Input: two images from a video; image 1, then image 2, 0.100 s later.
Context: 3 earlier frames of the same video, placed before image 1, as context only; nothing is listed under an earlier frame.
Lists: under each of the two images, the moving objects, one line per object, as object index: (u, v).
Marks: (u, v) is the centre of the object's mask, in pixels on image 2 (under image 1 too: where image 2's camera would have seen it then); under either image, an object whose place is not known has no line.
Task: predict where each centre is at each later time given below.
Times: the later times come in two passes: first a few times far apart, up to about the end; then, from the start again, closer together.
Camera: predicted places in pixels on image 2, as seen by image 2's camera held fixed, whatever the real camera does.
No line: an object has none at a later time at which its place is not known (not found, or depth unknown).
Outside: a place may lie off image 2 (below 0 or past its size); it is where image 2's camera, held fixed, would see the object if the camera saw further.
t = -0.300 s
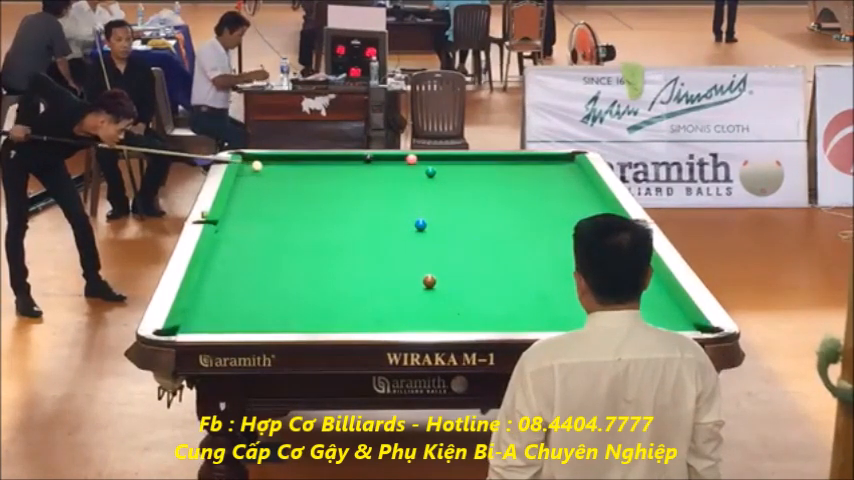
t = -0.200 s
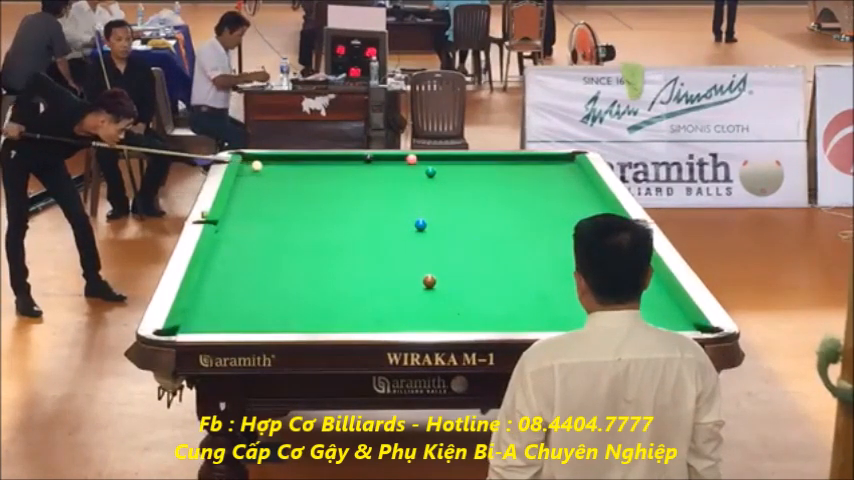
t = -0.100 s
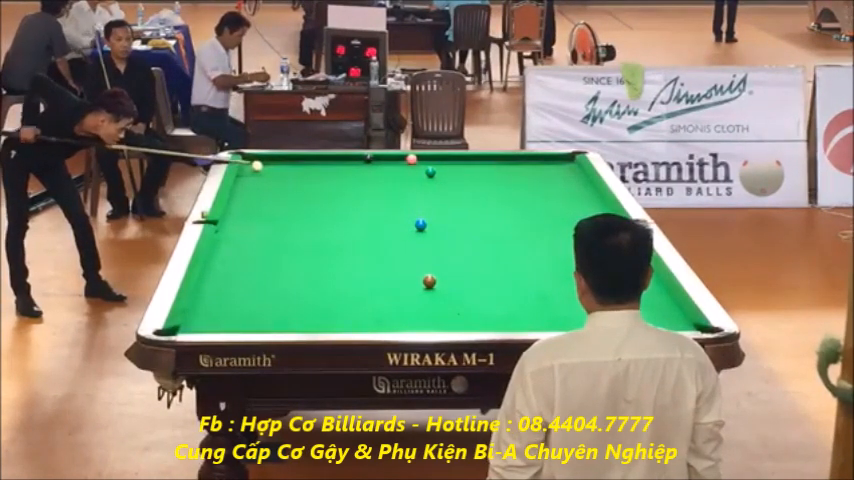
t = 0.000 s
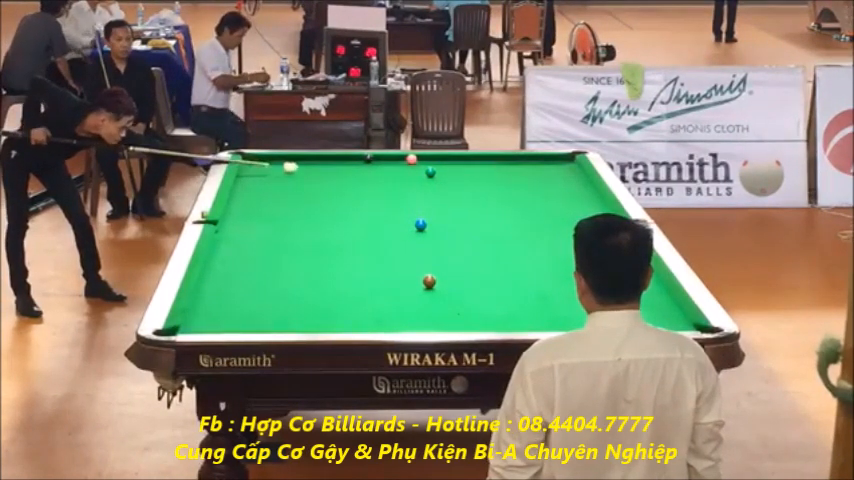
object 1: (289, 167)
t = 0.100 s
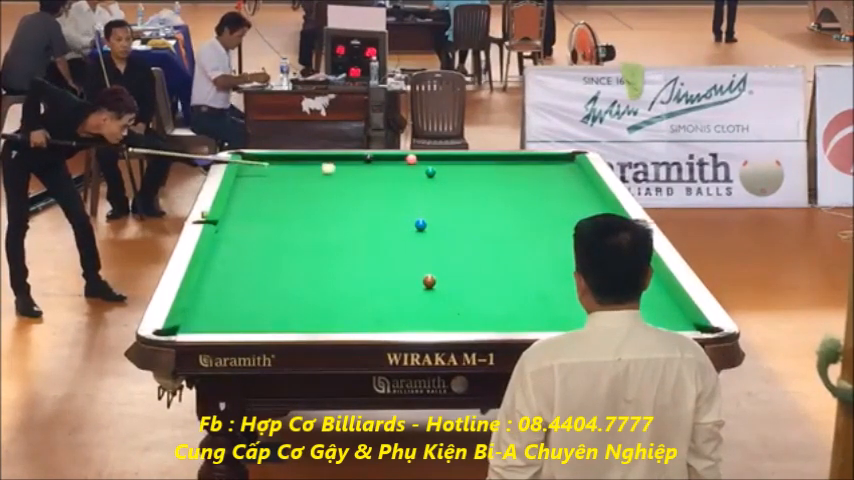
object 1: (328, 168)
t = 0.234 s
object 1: (378, 170)
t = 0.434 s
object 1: (433, 175)
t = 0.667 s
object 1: (474, 183)
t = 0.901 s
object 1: (518, 190)
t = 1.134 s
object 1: (562, 198)
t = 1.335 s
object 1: (601, 205)
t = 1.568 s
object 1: (578, 210)
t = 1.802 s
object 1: (554, 216)
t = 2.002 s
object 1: (534, 221)
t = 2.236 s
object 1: (511, 226)
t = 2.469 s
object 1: (488, 231)
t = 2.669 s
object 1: (469, 236)
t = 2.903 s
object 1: (447, 241)
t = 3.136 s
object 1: (425, 246)
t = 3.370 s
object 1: (404, 251)
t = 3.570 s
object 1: (386, 255)
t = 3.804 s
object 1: (366, 260)
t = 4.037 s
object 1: (346, 264)
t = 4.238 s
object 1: (329, 268)
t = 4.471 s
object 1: (311, 272)
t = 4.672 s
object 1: (293, 276)
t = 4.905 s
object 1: (276, 280)
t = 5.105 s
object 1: (262, 283)
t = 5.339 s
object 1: (246, 286)
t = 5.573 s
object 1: (232, 289)
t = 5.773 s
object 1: (220, 291)
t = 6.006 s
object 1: (208, 294)
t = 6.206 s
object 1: (199, 295)
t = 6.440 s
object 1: (204, 297)
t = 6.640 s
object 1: (208, 297)
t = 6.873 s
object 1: (211, 298)
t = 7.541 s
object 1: (215, 299)
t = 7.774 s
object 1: (215, 299)
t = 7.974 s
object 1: (215, 299)
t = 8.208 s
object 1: (215, 299)
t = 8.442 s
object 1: (215, 299)
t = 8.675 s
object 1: (215, 299)
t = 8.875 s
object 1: (215, 299)
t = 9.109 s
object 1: (215, 299)
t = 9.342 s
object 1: (215, 299)
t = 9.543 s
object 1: (215, 299)
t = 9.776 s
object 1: (215, 299)
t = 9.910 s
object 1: (215, 299)
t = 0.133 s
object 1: (340, 168)
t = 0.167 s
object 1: (353, 169)
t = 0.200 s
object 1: (366, 170)
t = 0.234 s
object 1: (378, 170)
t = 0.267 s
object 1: (391, 171)
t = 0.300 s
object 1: (404, 171)
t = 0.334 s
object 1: (416, 172)
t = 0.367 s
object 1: (424, 173)
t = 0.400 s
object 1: (428, 174)
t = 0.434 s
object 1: (433, 175)
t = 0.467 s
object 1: (438, 176)
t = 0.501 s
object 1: (443, 177)
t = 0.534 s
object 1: (450, 178)
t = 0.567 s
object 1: (456, 180)
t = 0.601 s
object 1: (462, 181)
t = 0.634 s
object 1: (468, 182)
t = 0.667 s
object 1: (474, 183)
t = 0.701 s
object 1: (481, 184)
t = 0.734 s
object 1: (487, 185)
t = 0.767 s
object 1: (493, 186)
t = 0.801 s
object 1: (499, 187)
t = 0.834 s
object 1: (505, 188)
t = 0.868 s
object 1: (512, 189)
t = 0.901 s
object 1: (518, 190)
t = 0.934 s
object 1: (524, 191)
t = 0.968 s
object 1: (531, 193)
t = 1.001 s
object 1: (537, 194)
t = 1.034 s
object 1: (543, 195)
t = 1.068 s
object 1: (550, 196)
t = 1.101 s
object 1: (556, 197)
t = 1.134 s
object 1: (562, 198)
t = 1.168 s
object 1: (569, 199)
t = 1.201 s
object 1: (575, 200)
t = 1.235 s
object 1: (582, 201)
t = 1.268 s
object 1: (589, 202)
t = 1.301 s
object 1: (595, 204)
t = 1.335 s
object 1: (601, 205)
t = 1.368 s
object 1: (598, 205)
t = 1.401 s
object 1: (594, 207)
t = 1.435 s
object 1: (591, 207)
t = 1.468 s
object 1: (588, 208)
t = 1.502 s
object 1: (584, 208)
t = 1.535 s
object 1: (581, 209)
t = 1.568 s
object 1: (578, 210)
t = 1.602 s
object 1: (574, 211)
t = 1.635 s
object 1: (570, 212)
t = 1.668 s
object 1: (567, 213)
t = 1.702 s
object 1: (565, 213)
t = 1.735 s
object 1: (561, 214)
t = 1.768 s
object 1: (557, 215)
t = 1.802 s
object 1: (554, 216)
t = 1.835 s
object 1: (551, 217)
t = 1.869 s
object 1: (547, 217)
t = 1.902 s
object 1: (544, 218)
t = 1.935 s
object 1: (541, 219)
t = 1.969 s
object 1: (537, 220)
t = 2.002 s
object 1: (534, 221)
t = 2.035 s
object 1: (531, 221)
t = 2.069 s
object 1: (527, 222)
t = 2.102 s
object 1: (524, 223)
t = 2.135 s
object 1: (521, 224)
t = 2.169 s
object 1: (518, 224)
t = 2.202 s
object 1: (515, 225)
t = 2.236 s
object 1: (511, 226)
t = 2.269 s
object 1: (508, 227)
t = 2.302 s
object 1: (505, 228)
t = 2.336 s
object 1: (501, 229)
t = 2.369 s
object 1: (498, 229)
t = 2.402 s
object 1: (494, 230)
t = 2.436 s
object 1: (491, 230)
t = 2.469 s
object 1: (488, 231)
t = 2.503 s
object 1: (485, 232)
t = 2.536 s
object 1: (482, 233)
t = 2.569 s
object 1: (479, 234)
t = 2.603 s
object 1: (475, 234)
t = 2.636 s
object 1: (472, 235)
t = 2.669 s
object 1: (469, 236)
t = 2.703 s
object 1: (466, 236)
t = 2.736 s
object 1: (462, 237)
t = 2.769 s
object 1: (459, 238)
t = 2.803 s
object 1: (456, 239)
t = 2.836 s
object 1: (453, 240)
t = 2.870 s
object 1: (450, 240)
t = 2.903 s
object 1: (447, 241)
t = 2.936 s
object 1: (443, 242)
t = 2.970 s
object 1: (440, 243)
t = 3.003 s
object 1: (437, 243)
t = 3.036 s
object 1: (434, 244)
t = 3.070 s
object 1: (431, 245)
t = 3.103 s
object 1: (428, 246)
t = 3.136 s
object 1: (425, 246)
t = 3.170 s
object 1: (422, 247)
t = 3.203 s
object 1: (419, 248)
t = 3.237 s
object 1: (416, 248)
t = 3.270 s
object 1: (412, 249)
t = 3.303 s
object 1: (409, 250)
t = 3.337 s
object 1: (407, 250)
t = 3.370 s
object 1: (404, 251)
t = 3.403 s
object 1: (401, 252)
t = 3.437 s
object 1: (397, 252)
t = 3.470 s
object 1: (395, 253)
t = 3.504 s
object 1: (392, 254)
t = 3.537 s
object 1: (389, 254)
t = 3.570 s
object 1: (386, 255)
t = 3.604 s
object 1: (383, 255)
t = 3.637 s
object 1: (380, 256)
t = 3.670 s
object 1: (377, 257)
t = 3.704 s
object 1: (374, 258)
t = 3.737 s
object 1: (372, 258)
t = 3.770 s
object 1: (368, 259)
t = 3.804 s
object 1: (366, 260)
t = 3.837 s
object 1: (362, 261)
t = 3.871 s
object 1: (360, 261)
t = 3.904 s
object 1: (357, 262)
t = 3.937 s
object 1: (354, 262)
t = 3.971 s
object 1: (351, 263)
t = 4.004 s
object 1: (348, 264)
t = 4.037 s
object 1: (346, 264)
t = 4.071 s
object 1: (343, 265)
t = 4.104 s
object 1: (340, 266)
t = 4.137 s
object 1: (337, 266)
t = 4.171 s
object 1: (335, 267)
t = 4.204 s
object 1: (332, 267)
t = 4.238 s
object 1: (329, 268)
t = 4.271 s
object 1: (327, 268)
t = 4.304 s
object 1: (324, 269)
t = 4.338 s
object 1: (322, 270)
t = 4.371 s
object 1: (319, 271)
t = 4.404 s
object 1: (316, 271)
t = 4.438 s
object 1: (313, 272)
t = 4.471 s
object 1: (311, 272)
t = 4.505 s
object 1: (308, 273)
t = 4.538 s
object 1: (305, 273)
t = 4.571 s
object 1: (300, 274)
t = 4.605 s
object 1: (298, 275)
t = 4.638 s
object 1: (295, 276)
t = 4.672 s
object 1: (293, 276)
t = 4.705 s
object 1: (290, 277)
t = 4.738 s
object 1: (288, 277)
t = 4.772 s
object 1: (285, 278)
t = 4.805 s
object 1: (283, 279)
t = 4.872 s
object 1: (278, 280)
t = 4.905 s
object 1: (276, 280)
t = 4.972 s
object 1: (271, 281)
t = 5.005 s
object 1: (269, 281)
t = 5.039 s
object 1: (266, 282)
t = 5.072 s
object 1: (264, 282)
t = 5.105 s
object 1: (262, 283)
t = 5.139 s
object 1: (259, 283)
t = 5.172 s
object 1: (257, 284)
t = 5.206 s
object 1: (255, 284)
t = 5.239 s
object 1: (253, 285)
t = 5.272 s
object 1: (251, 285)
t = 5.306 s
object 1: (248, 285)
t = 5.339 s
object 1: (246, 286)
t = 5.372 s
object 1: (244, 287)
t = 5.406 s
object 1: (242, 287)
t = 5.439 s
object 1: (240, 287)
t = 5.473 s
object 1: (238, 288)
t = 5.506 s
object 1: (235, 288)
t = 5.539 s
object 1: (233, 288)
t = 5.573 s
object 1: (232, 289)
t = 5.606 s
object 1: (230, 289)
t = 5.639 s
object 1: (227, 290)
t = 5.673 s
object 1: (226, 290)
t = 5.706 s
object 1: (224, 290)
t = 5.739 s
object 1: (222, 291)
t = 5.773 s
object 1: (220, 291)
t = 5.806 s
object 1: (218, 292)
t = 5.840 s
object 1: (216, 292)
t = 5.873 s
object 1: (215, 292)
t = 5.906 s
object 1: (213, 292)
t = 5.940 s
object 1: (212, 293)
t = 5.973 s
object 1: (210, 293)
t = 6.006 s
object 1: (208, 294)
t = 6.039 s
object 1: (206, 294)
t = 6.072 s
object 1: (204, 294)
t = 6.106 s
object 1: (203, 294)
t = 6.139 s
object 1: (201, 295)
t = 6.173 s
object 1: (200, 295)
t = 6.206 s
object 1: (199, 295)
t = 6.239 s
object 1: (200, 295)
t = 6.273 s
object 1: (200, 296)
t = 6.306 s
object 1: (201, 296)
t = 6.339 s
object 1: (202, 296)
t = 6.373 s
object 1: (203, 296)
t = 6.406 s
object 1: (204, 296)
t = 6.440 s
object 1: (204, 297)
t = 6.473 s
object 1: (205, 297)
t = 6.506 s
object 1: (206, 297)
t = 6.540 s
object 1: (206, 297)
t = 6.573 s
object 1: (207, 297)
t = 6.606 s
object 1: (207, 297)
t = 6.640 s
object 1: (208, 297)
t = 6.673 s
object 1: (208, 297)
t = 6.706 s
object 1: (209, 298)
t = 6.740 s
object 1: (209, 298)
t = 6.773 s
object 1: (209, 298)
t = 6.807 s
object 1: (210, 298)
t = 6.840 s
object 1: (211, 298)
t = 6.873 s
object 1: (211, 298)
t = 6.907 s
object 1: (211, 298)
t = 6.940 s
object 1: (212, 298)
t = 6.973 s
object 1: (211, 297)
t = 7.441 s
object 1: (217, 297)
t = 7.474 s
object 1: (216, 298)
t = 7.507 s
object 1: (215, 299)
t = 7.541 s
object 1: (215, 299)
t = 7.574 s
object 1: (215, 299)
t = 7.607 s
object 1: (215, 299)
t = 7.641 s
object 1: (215, 299)
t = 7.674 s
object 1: (215, 299)
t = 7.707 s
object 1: (215, 299)
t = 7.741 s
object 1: (215, 299)
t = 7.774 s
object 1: (215, 299)
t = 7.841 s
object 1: (215, 299)
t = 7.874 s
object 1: (215, 299)
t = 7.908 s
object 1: (215, 299)
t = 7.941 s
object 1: (215, 299)
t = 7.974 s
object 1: (215, 299)
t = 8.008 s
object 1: (215, 299)
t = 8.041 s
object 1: (215, 299)
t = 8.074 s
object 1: (215, 299)
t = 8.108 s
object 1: (215, 299)
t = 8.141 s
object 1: (215, 299)
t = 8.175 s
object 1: (215, 299)
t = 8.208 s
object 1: (215, 299)
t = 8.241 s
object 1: (215, 299)
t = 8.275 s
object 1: (215, 299)
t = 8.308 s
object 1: (215, 299)
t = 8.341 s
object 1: (215, 299)
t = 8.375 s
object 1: (215, 299)
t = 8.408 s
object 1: (215, 299)
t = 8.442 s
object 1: (215, 299)
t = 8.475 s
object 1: (215, 299)
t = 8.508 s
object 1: (215, 299)
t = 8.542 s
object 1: (215, 299)
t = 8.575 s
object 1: (215, 299)
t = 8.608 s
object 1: (215, 299)
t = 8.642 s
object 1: (215, 299)
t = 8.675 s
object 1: (215, 299)
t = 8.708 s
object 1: (215, 299)
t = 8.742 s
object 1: (215, 299)
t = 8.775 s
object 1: (215, 299)
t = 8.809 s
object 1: (215, 299)
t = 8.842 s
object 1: (215, 299)
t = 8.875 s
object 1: (215, 299)
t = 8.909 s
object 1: (215, 299)
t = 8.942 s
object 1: (215, 299)
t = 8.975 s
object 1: (215, 299)
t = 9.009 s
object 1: (215, 299)
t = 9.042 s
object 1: (215, 299)
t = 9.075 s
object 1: (215, 299)
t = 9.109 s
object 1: (215, 299)
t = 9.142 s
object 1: (215, 299)
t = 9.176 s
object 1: (215, 299)
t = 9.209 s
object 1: (215, 299)
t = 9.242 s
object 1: (215, 299)
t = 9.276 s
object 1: (215, 299)
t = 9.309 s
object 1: (215, 299)
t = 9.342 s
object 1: (215, 299)
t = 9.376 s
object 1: (215, 299)
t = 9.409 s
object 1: (215, 299)
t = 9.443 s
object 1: (215, 299)
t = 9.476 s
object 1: (215, 299)
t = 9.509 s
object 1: (215, 299)
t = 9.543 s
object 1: (215, 299)
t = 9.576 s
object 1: (215, 299)
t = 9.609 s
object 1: (215, 299)
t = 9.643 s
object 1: (215, 299)
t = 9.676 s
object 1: (215, 299)
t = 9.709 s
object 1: (215, 299)
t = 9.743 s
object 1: (215, 299)
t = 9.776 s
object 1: (215, 299)
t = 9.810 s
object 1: (215, 299)
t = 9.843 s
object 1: (215, 299)
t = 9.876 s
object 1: (215, 299)
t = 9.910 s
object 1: (215, 299)
